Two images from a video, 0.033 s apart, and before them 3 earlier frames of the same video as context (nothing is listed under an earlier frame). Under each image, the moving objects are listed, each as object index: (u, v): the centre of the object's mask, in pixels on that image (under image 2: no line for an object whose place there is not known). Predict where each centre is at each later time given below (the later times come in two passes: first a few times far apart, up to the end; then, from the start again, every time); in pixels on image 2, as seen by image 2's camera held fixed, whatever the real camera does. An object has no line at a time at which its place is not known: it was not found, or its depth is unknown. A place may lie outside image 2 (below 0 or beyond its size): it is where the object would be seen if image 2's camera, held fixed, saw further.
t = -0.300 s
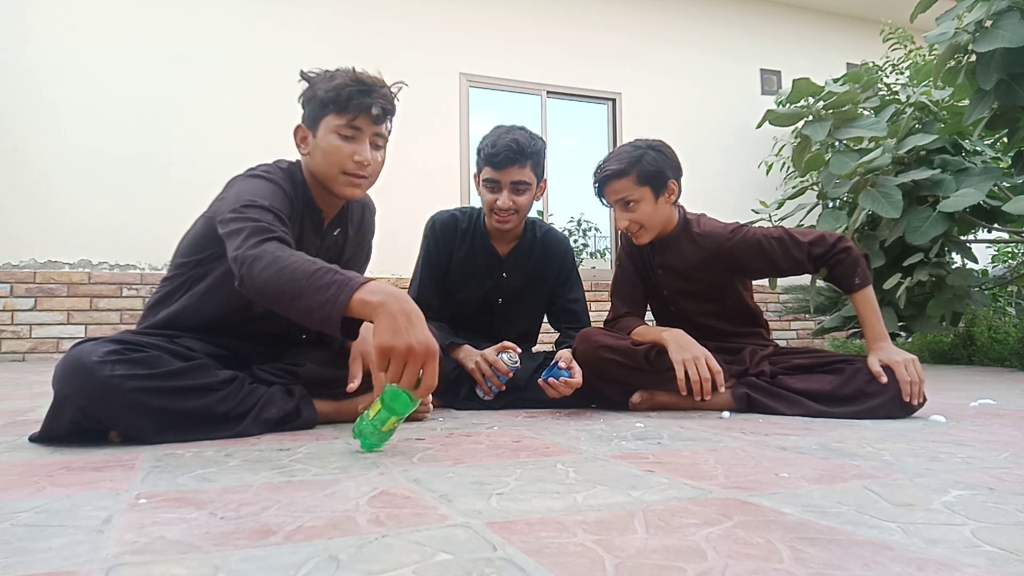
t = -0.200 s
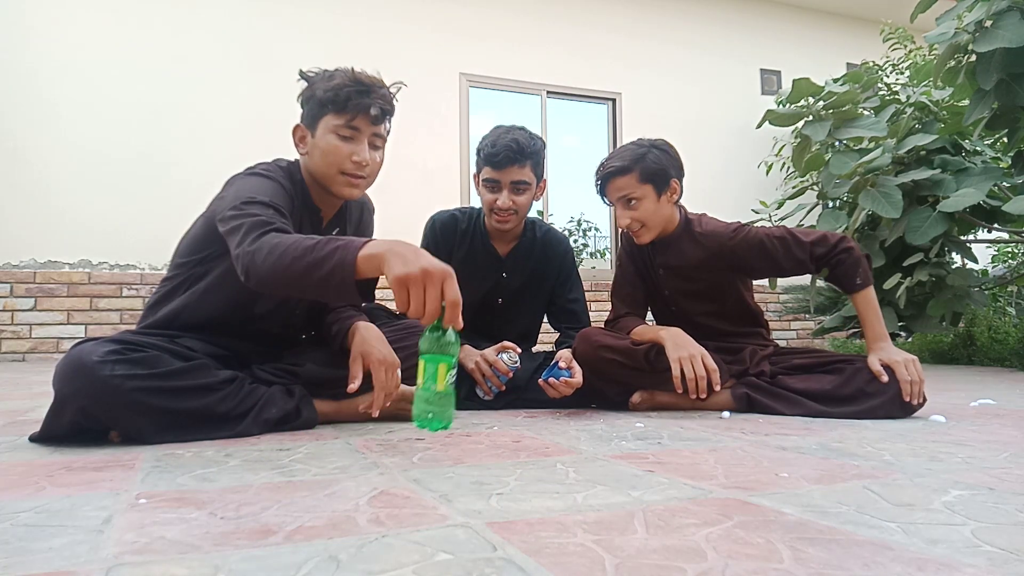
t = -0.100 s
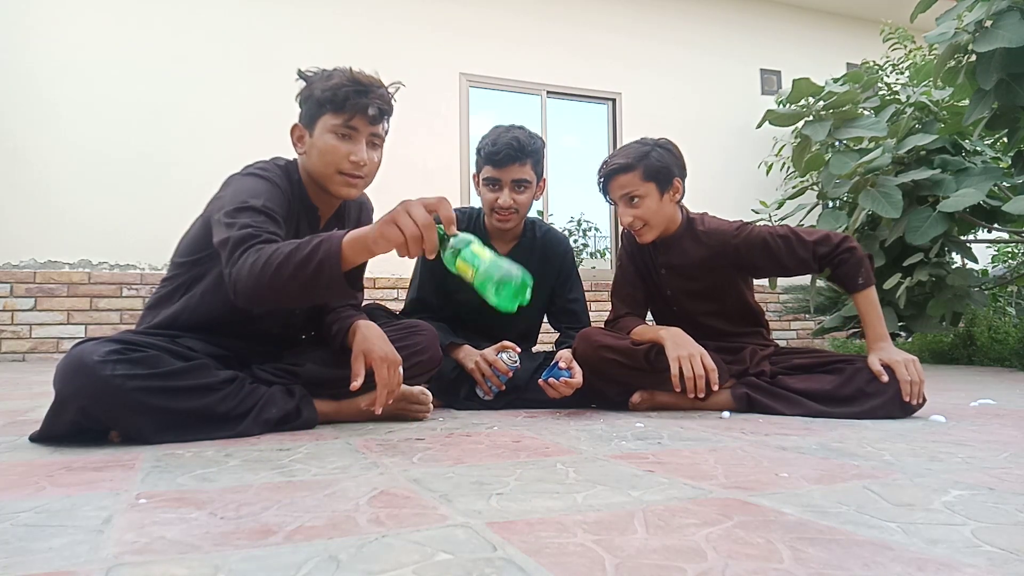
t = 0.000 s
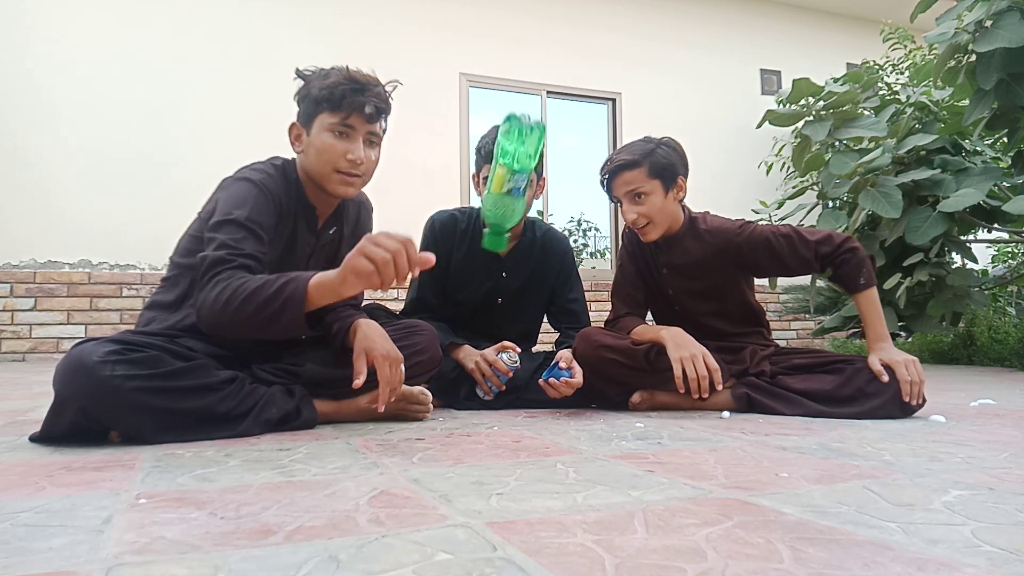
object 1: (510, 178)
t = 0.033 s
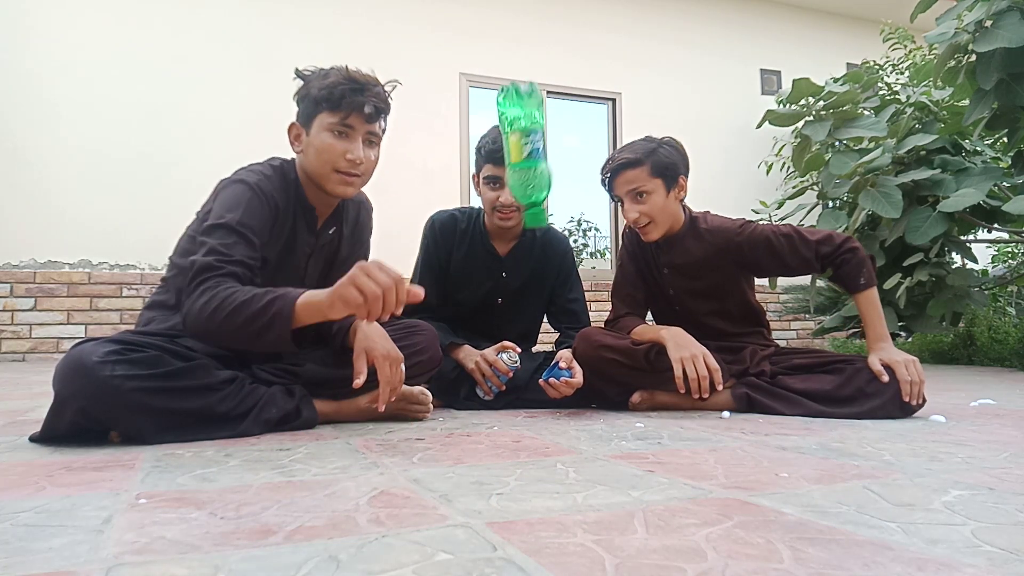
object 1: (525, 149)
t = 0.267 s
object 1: (580, 143)
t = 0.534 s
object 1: (573, 464)
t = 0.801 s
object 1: (564, 470)
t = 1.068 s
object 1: (563, 470)
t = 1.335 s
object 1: (563, 470)
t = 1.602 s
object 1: (563, 470)
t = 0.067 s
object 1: (539, 121)
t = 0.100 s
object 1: (549, 98)
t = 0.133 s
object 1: (558, 84)
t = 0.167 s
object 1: (566, 79)
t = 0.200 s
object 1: (570, 87)
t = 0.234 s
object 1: (575, 108)
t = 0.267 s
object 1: (580, 143)
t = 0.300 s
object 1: (587, 191)
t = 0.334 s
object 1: (595, 254)
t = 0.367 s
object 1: (606, 331)
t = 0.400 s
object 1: (617, 421)
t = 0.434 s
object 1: (600, 439)
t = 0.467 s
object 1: (590, 454)
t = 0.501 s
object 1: (579, 472)
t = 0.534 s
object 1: (573, 464)
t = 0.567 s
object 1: (567, 467)
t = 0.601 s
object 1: (564, 470)
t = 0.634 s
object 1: (563, 470)
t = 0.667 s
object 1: (564, 470)
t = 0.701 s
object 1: (564, 470)
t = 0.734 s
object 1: (565, 470)
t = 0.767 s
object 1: (565, 470)
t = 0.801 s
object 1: (564, 470)
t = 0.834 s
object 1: (563, 470)
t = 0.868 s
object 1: (562, 471)
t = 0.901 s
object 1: (563, 471)
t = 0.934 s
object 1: (563, 470)
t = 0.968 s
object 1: (563, 470)
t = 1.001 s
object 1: (562, 471)
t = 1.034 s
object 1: (563, 470)
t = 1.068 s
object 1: (563, 470)
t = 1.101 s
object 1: (563, 470)
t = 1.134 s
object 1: (563, 470)
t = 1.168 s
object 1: (563, 470)
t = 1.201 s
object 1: (563, 470)
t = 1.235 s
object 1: (563, 470)
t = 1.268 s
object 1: (563, 470)
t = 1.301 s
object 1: (563, 471)
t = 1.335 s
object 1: (563, 470)
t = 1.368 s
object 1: (563, 470)
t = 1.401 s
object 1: (563, 470)
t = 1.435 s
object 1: (563, 470)
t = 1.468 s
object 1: (563, 470)
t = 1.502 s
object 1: (563, 470)
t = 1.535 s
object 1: (563, 470)
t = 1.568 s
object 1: (563, 470)
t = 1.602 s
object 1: (563, 470)
